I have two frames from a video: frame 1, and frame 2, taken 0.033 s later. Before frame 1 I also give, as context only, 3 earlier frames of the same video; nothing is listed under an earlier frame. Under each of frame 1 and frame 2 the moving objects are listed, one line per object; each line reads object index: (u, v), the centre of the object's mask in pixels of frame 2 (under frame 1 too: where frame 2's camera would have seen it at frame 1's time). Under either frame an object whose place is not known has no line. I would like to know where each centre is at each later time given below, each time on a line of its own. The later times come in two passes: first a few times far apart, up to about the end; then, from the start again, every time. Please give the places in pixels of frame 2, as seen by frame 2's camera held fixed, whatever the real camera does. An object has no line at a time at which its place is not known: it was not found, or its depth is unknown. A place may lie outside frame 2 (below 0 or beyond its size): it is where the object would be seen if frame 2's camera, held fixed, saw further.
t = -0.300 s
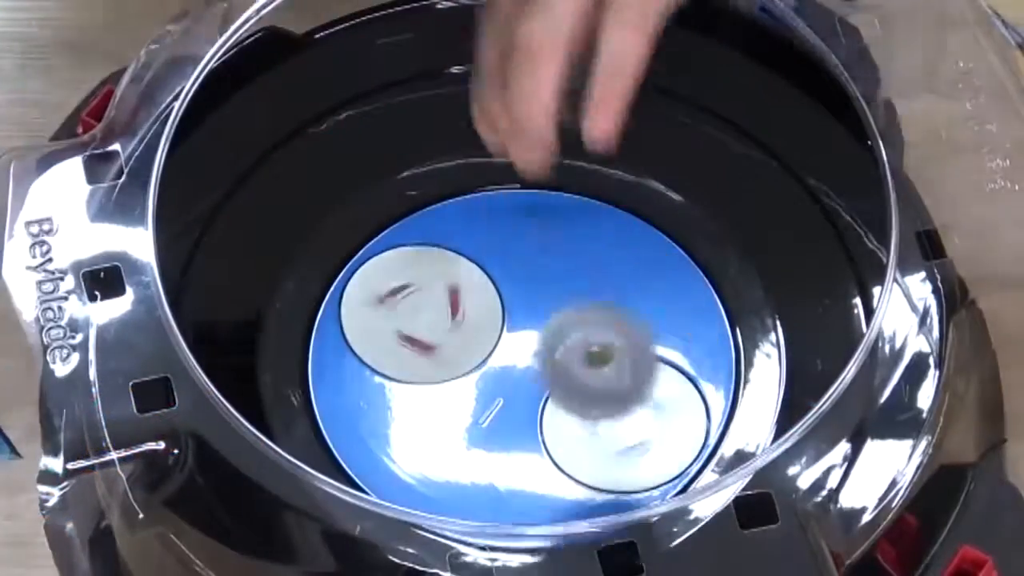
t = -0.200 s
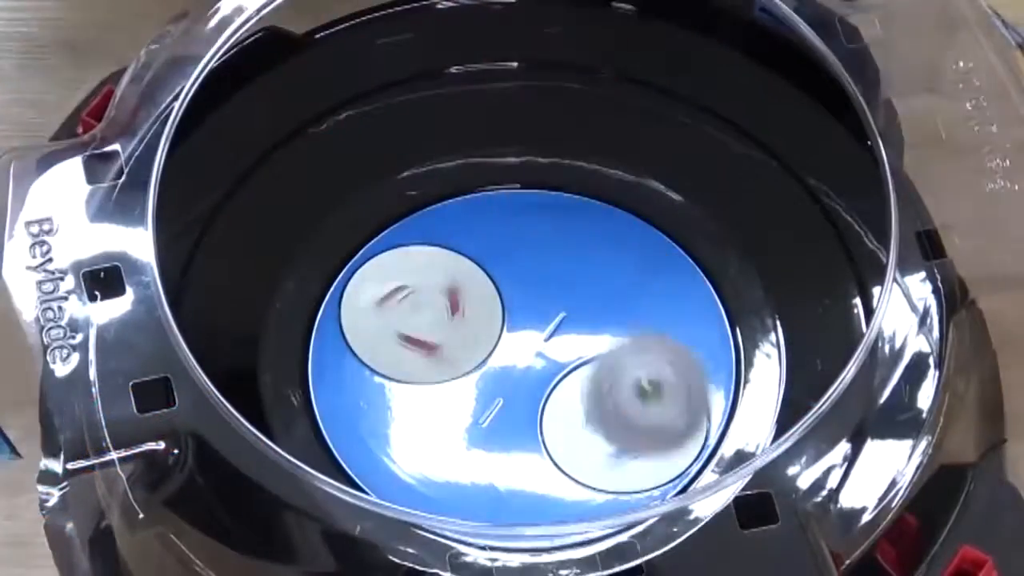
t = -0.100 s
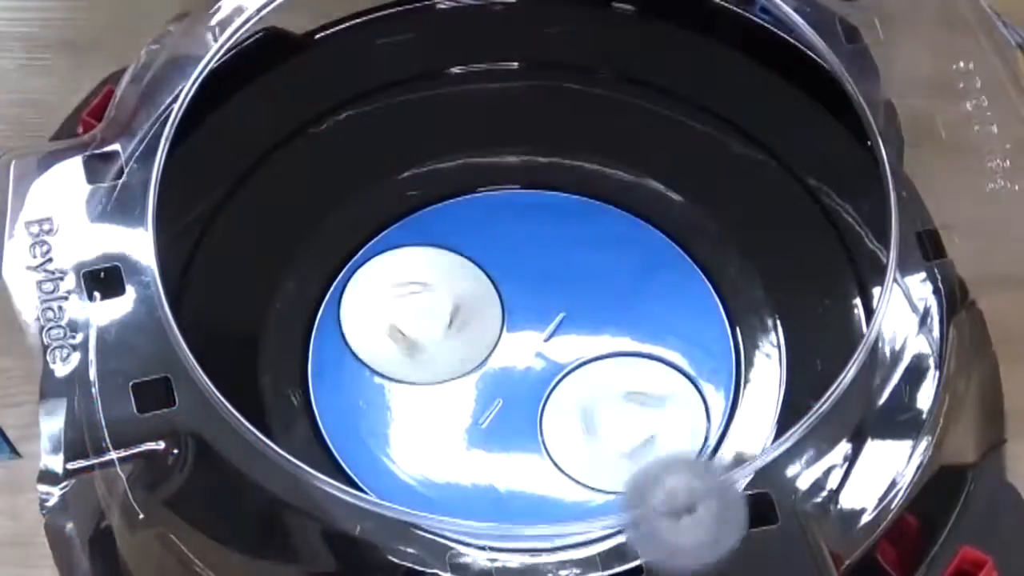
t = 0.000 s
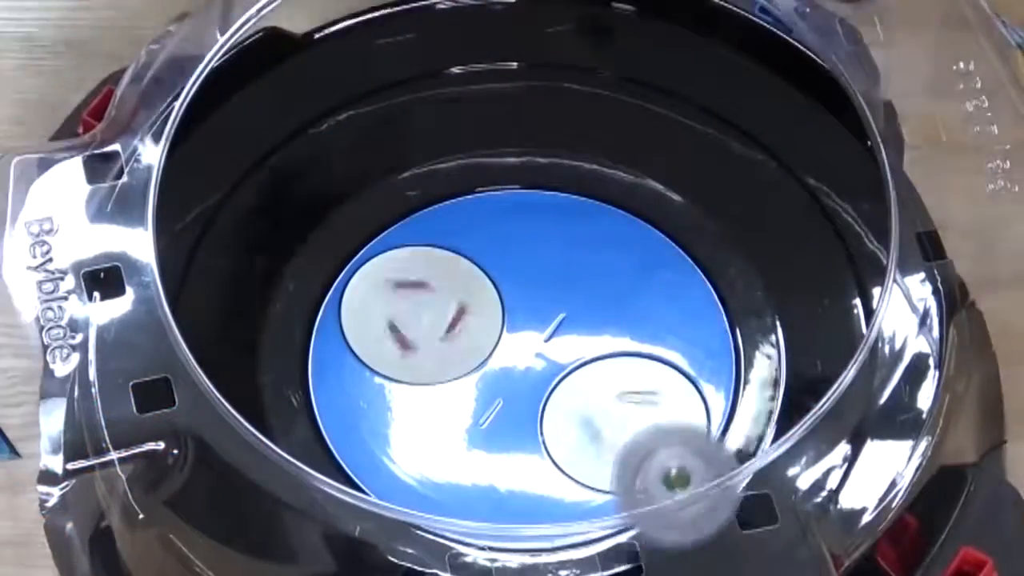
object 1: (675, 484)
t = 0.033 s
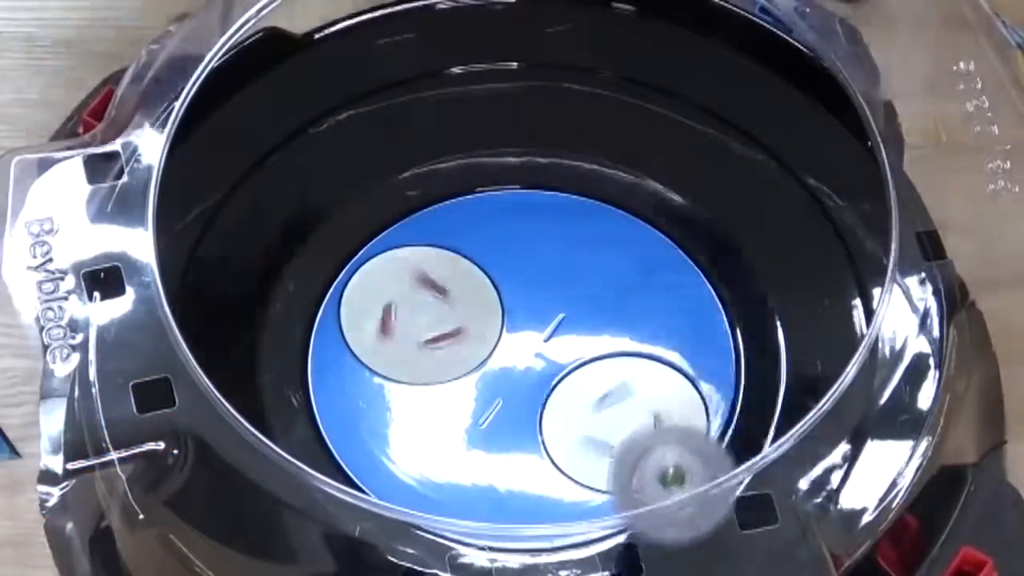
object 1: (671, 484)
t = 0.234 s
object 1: (651, 395)
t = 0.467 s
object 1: (634, 274)
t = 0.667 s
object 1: (583, 240)
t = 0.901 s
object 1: (538, 267)
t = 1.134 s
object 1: (519, 322)
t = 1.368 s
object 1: (520, 360)
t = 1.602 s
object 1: (531, 379)
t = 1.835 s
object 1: (536, 384)
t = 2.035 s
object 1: (525, 388)
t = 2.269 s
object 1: (500, 388)
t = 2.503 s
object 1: (498, 393)
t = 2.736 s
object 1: (502, 379)
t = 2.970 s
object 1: (507, 353)
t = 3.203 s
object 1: (506, 316)
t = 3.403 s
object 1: (527, 294)
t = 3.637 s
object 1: (537, 289)
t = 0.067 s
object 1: (666, 456)
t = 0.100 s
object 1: (662, 445)
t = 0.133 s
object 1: (660, 443)
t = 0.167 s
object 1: (659, 421)
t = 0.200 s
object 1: (654, 413)
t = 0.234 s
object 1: (651, 395)
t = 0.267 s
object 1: (655, 375)
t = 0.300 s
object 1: (660, 352)
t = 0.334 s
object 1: (659, 329)
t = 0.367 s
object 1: (656, 312)
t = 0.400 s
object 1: (649, 297)
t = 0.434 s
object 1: (642, 284)
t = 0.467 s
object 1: (634, 274)
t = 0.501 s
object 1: (626, 264)
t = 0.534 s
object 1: (618, 257)
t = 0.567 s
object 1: (609, 251)
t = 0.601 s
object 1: (601, 246)
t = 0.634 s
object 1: (592, 242)
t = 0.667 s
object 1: (583, 240)
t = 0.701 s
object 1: (576, 240)
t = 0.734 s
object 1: (569, 241)
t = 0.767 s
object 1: (561, 244)
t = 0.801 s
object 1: (555, 249)
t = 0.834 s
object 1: (548, 254)
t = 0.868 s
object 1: (543, 260)
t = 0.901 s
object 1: (538, 267)
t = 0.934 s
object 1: (535, 274)
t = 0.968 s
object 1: (531, 282)
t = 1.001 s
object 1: (528, 290)
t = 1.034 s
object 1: (524, 298)
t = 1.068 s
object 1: (523, 307)
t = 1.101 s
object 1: (520, 315)
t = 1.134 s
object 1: (519, 322)
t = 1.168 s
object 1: (516, 329)
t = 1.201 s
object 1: (515, 335)
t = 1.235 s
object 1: (514, 342)
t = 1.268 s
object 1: (515, 347)
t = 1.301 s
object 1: (516, 352)
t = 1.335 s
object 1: (517, 356)
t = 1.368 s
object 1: (520, 360)
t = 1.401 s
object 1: (522, 364)
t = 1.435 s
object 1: (523, 367)
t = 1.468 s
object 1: (525, 371)
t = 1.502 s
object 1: (527, 373)
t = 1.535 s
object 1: (528, 375)
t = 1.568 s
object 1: (530, 378)
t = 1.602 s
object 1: (531, 379)
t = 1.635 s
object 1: (532, 380)
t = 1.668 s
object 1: (534, 381)
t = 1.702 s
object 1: (535, 381)
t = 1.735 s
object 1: (535, 383)
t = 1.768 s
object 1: (537, 385)
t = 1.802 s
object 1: (536, 384)
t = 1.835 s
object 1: (536, 384)
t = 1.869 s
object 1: (535, 385)
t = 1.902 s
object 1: (533, 386)
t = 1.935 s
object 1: (532, 387)
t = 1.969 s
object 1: (530, 387)
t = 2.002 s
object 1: (527, 387)
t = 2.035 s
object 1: (525, 388)
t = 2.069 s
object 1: (521, 390)
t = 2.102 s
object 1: (519, 388)
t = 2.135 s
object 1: (515, 389)
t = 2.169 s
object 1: (512, 389)
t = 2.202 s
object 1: (508, 388)
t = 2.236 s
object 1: (504, 389)
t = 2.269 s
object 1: (500, 388)
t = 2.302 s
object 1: (495, 388)
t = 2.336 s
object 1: (496, 391)
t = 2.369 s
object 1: (497, 393)
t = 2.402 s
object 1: (499, 394)
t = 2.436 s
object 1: (500, 394)
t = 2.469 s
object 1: (499, 394)
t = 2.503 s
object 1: (498, 393)
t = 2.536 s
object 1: (496, 390)
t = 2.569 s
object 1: (495, 387)
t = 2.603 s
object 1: (497, 386)
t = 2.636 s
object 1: (502, 383)
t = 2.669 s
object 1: (503, 382)
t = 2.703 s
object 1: (502, 381)
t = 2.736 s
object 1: (502, 379)
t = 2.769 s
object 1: (504, 374)
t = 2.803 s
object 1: (507, 372)
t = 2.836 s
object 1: (509, 368)
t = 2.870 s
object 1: (509, 364)
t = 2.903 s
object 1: (509, 360)
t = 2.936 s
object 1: (508, 357)
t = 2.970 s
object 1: (507, 353)
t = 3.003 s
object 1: (506, 348)
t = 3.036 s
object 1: (505, 343)
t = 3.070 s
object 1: (503, 338)
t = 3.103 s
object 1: (503, 332)
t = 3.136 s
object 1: (503, 326)
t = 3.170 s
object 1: (504, 321)
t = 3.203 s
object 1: (506, 316)
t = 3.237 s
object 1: (509, 311)
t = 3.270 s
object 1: (511, 307)
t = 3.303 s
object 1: (514, 303)
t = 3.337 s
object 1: (518, 299)
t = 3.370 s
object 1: (522, 296)
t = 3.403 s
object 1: (527, 294)
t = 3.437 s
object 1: (531, 293)
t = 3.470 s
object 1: (537, 292)
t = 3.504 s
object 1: (542, 292)
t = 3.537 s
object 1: (546, 293)
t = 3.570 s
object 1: (543, 292)
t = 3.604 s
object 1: (539, 291)
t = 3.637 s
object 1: (537, 289)
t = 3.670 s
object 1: (535, 288)
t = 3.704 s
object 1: (536, 288)
